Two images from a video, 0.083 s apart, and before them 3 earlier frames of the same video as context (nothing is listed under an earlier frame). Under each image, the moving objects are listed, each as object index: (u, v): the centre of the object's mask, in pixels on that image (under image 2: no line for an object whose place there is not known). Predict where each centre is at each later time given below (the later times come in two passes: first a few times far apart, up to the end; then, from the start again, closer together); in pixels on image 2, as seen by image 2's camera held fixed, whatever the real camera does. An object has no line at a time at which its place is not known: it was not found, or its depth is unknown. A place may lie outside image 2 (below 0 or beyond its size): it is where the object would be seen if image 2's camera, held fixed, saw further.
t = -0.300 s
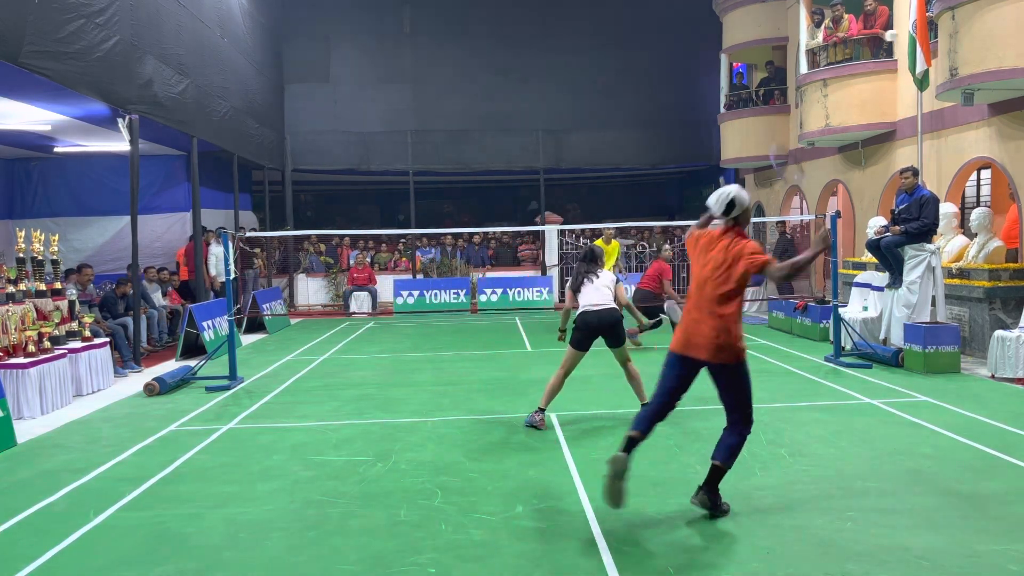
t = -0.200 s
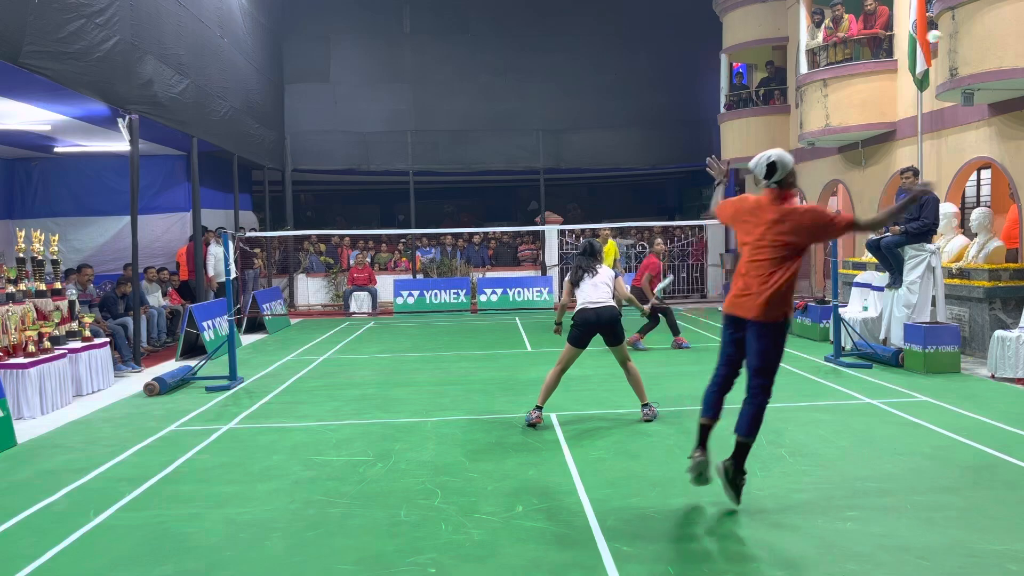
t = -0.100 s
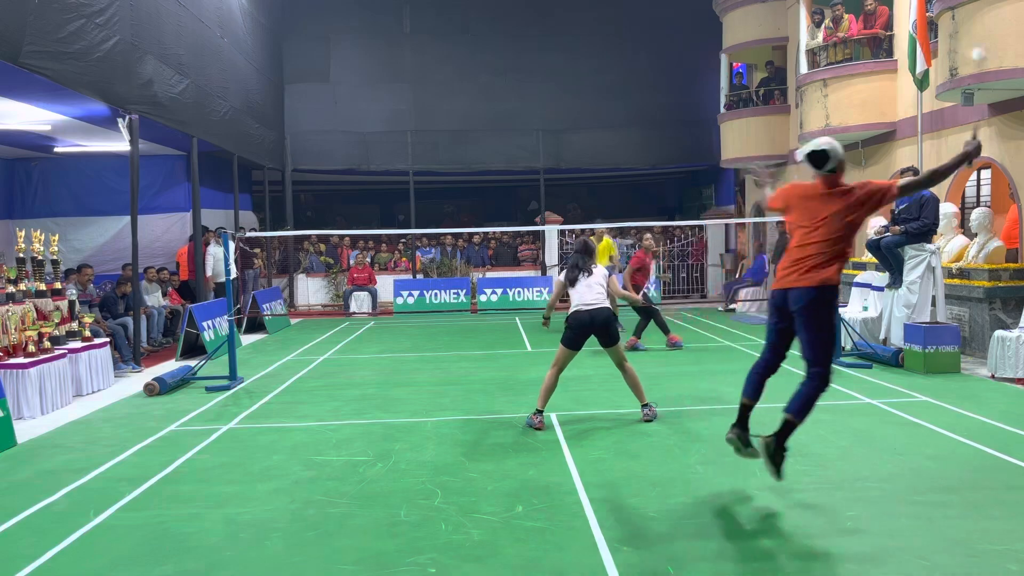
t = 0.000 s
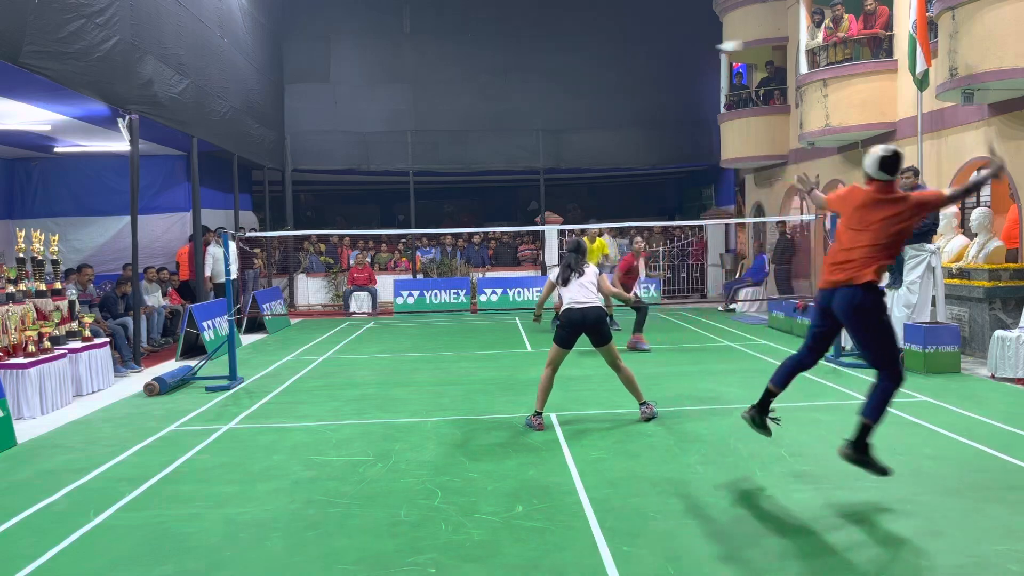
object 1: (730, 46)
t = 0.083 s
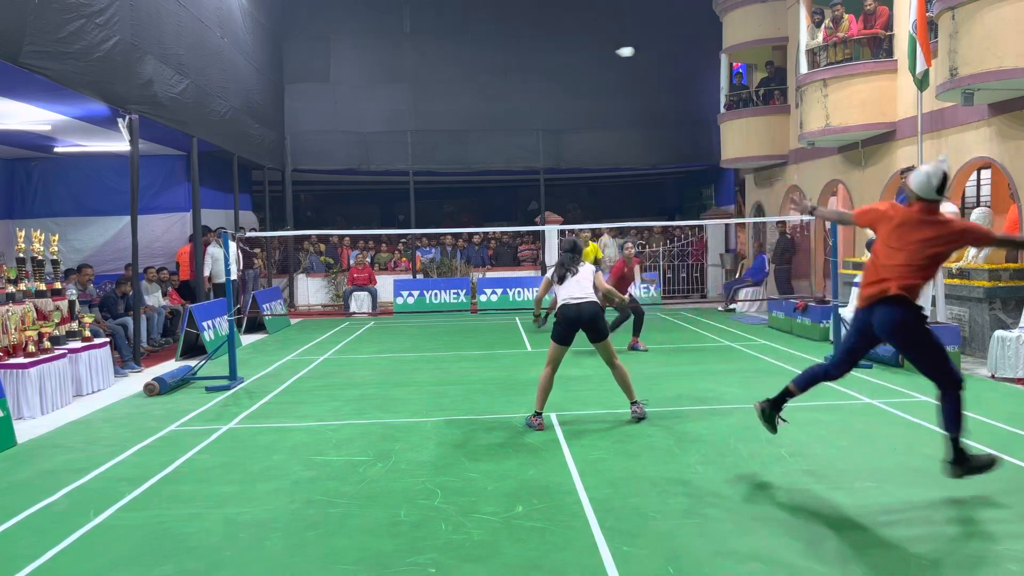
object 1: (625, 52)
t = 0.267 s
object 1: (504, 80)
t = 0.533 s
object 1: (421, 147)
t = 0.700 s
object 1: (394, 201)
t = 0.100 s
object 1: (609, 53)
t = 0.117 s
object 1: (595, 55)
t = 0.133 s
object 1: (582, 56)
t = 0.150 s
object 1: (569, 59)
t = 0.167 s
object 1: (558, 62)
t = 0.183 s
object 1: (548, 64)
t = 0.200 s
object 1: (538, 67)
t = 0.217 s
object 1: (528, 70)
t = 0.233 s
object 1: (520, 73)
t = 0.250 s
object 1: (511, 77)
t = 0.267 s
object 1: (504, 80)
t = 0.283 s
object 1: (496, 83)
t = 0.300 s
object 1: (489, 87)
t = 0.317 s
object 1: (483, 90)
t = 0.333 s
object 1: (476, 94)
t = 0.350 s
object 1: (471, 98)
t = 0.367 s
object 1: (465, 102)
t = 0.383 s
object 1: (460, 106)
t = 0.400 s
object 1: (454, 111)
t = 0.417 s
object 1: (450, 115)
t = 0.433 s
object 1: (445, 119)
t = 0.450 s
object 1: (441, 124)
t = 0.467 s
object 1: (437, 128)
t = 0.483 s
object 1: (433, 133)
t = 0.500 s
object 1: (428, 138)
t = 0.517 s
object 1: (425, 143)
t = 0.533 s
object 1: (421, 147)
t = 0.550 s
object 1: (417, 153)
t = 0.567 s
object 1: (415, 158)
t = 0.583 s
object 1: (412, 163)
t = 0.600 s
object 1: (409, 169)
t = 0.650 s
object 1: (401, 184)
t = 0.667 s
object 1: (398, 190)
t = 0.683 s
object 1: (396, 196)
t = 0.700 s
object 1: (394, 201)
